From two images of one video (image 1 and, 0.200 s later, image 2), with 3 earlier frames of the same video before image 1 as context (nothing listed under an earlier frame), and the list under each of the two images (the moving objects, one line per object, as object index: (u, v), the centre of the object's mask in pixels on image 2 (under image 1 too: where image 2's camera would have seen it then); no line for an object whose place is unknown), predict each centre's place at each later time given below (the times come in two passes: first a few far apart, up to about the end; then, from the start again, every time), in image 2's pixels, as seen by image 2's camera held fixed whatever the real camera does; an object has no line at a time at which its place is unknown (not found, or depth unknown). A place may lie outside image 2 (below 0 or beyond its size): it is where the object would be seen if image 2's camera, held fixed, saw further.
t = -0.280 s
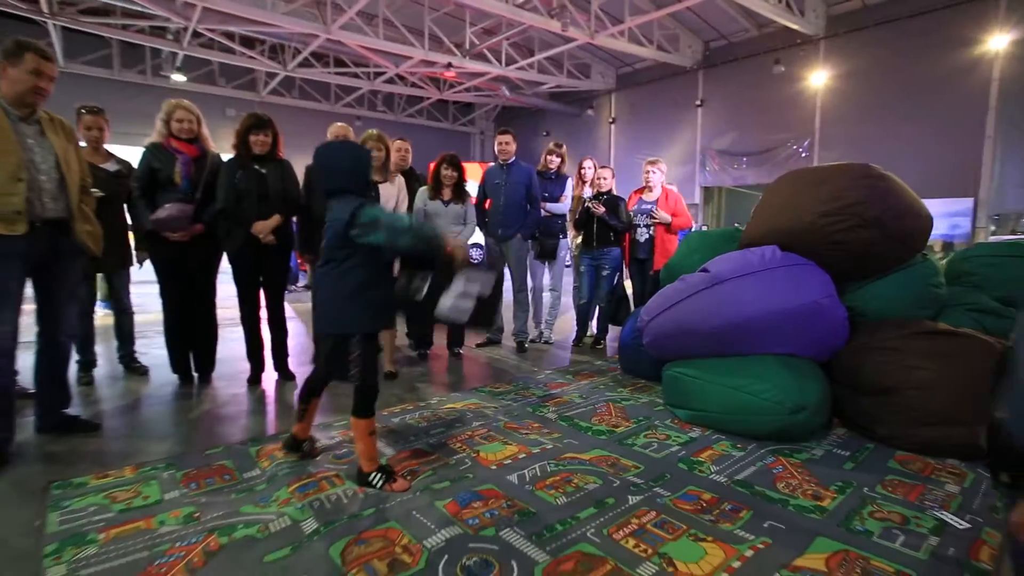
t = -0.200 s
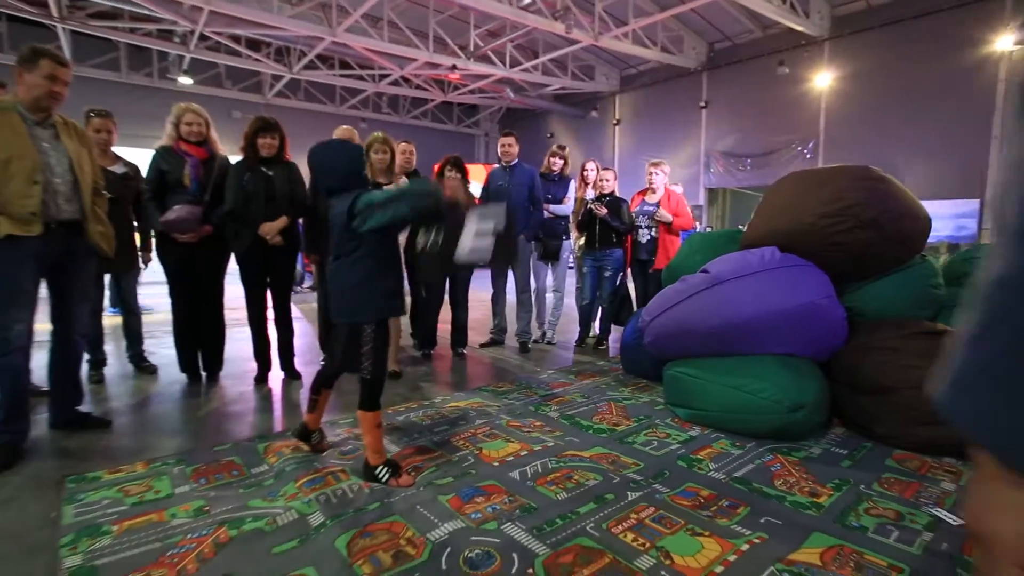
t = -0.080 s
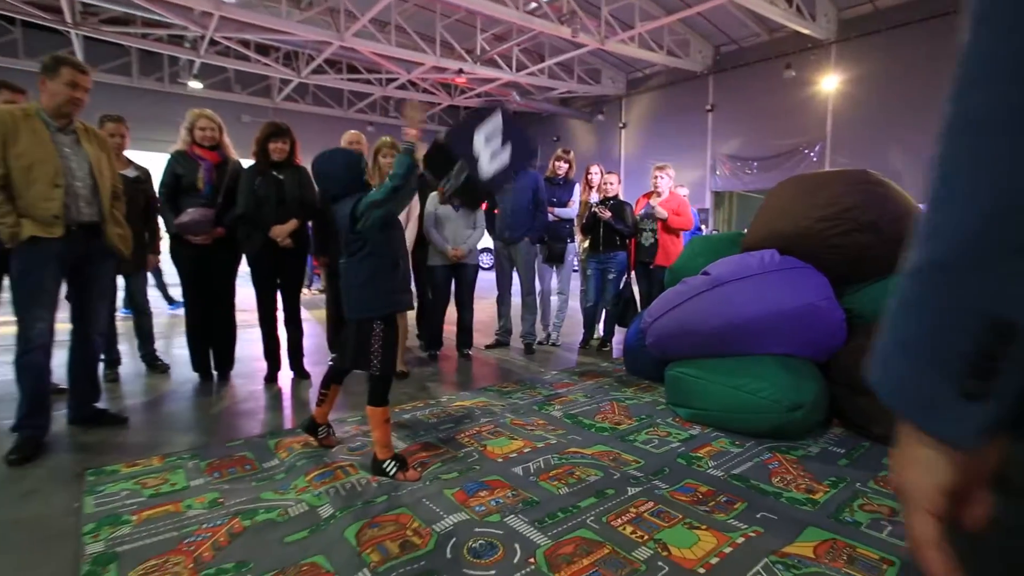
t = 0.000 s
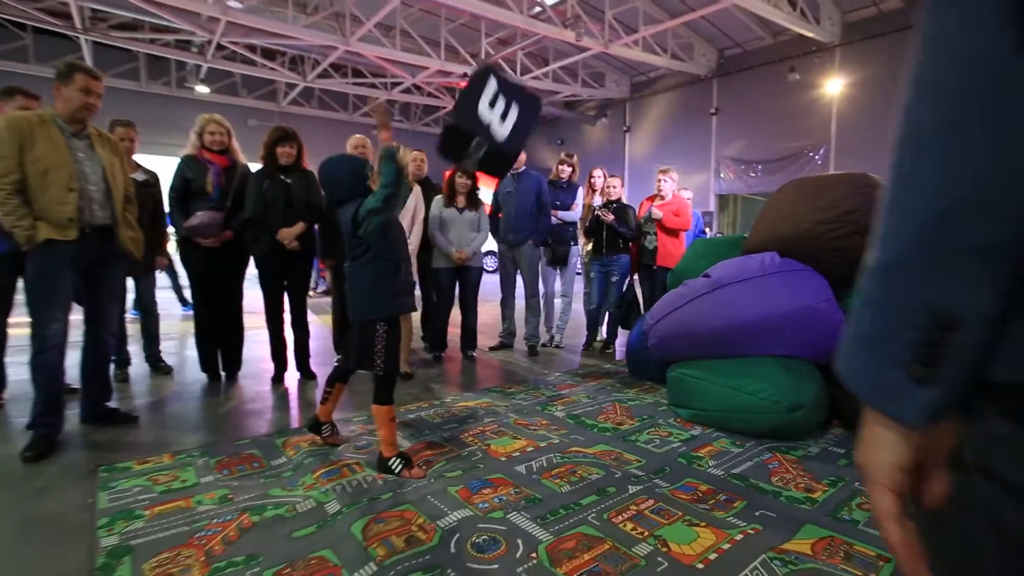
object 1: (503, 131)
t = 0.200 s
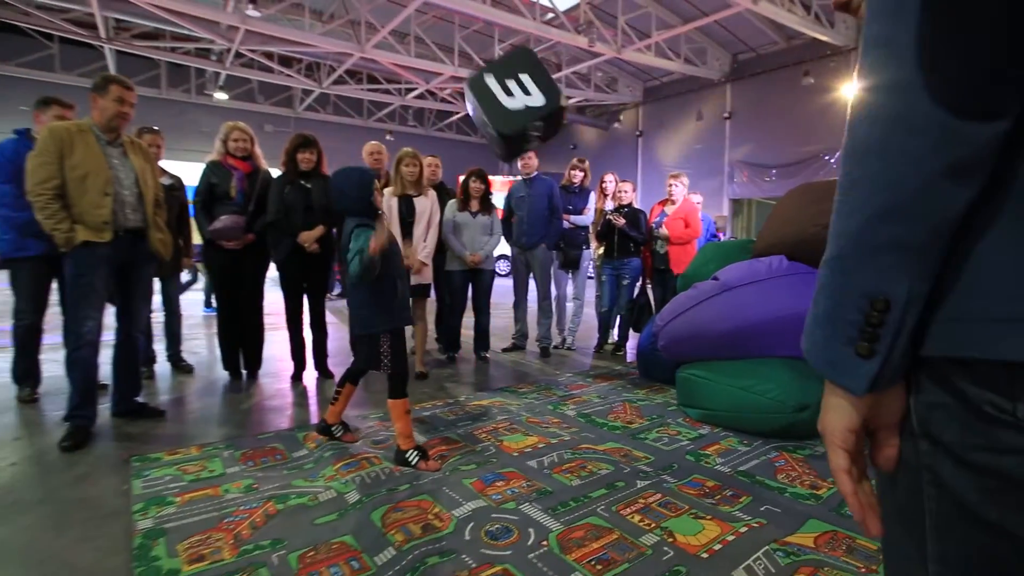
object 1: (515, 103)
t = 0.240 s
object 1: (517, 108)
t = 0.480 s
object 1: (536, 222)
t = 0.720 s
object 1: (540, 416)
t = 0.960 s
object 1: (509, 389)
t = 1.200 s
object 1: (513, 374)
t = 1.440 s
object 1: (524, 371)
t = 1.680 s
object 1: (545, 385)
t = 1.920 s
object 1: (551, 384)
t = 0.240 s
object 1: (517, 108)
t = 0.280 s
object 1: (522, 121)
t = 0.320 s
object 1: (521, 130)
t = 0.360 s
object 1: (521, 145)
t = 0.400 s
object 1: (524, 163)
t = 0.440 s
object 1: (529, 193)
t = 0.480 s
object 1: (536, 222)
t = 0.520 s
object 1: (537, 247)
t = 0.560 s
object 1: (541, 283)
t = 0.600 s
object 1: (541, 321)
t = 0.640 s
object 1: (547, 362)
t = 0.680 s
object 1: (545, 408)
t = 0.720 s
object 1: (540, 416)
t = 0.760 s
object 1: (534, 412)
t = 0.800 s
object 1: (526, 398)
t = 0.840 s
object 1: (522, 390)
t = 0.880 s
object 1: (518, 387)
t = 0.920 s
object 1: (513, 387)
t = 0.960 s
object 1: (509, 389)
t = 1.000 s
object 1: (505, 393)
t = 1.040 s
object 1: (504, 391)
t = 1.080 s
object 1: (507, 383)
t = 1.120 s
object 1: (509, 378)
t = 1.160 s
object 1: (511, 376)
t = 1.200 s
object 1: (513, 374)
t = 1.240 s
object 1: (515, 373)
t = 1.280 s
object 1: (516, 372)
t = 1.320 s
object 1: (518, 371)
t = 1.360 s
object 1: (520, 371)
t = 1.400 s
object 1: (522, 371)
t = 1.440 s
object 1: (524, 371)
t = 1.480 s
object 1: (527, 372)
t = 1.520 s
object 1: (530, 373)
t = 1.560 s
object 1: (534, 375)
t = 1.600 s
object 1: (537, 377)
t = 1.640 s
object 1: (542, 384)
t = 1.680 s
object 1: (545, 385)
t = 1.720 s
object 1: (548, 384)
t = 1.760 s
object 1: (549, 384)
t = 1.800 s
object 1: (550, 381)
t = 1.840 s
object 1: (551, 384)
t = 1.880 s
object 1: (552, 383)
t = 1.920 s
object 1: (551, 384)
